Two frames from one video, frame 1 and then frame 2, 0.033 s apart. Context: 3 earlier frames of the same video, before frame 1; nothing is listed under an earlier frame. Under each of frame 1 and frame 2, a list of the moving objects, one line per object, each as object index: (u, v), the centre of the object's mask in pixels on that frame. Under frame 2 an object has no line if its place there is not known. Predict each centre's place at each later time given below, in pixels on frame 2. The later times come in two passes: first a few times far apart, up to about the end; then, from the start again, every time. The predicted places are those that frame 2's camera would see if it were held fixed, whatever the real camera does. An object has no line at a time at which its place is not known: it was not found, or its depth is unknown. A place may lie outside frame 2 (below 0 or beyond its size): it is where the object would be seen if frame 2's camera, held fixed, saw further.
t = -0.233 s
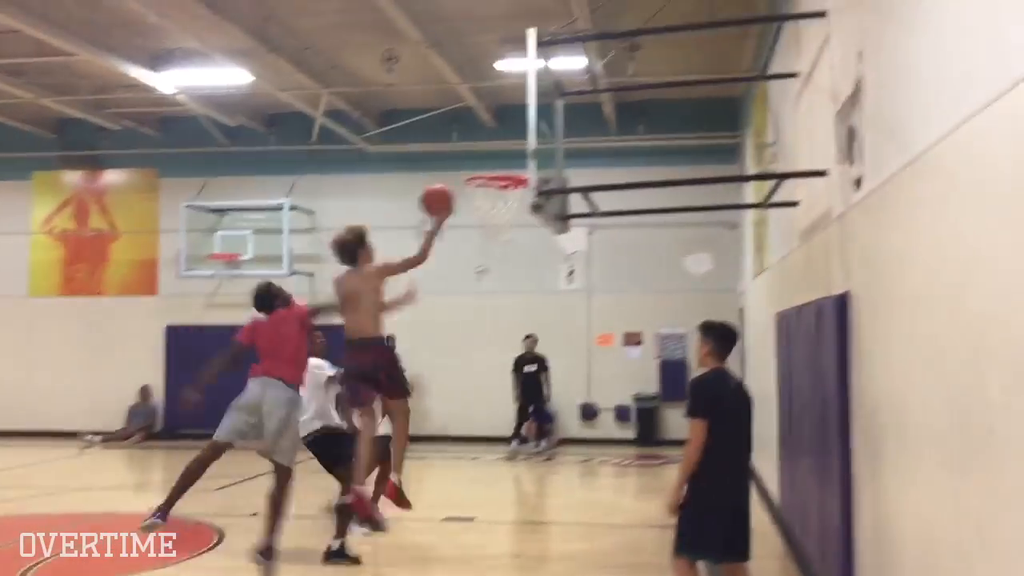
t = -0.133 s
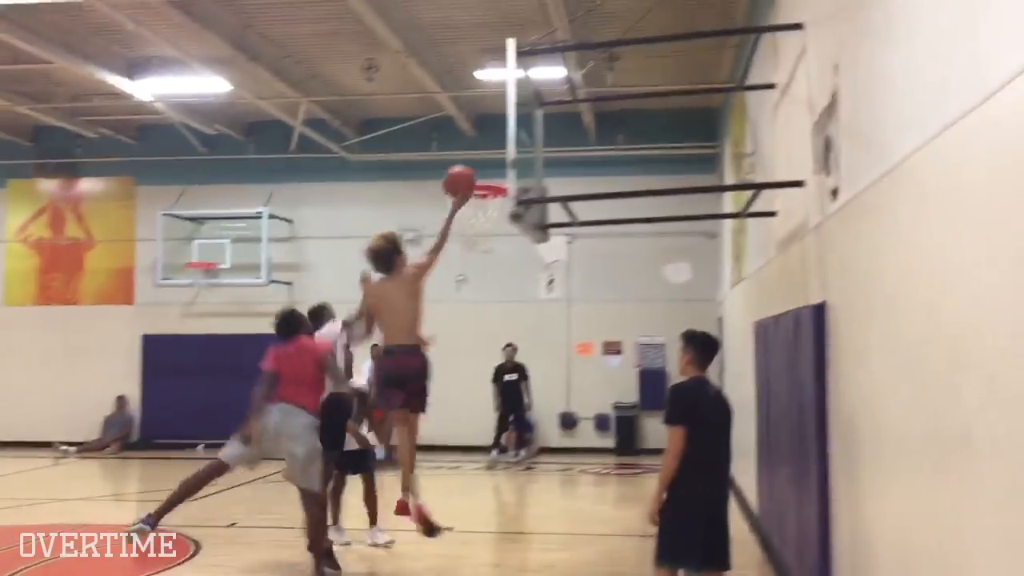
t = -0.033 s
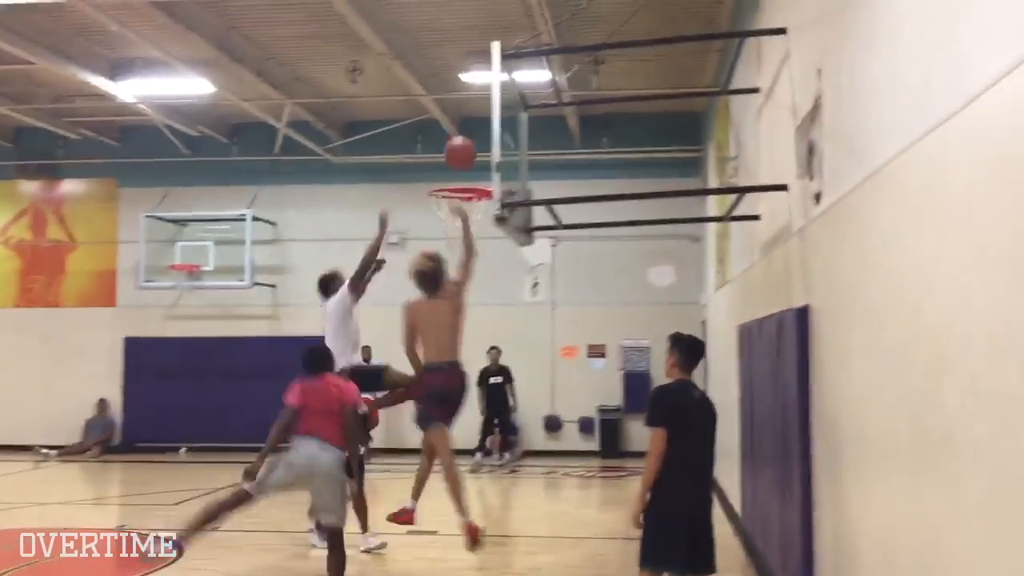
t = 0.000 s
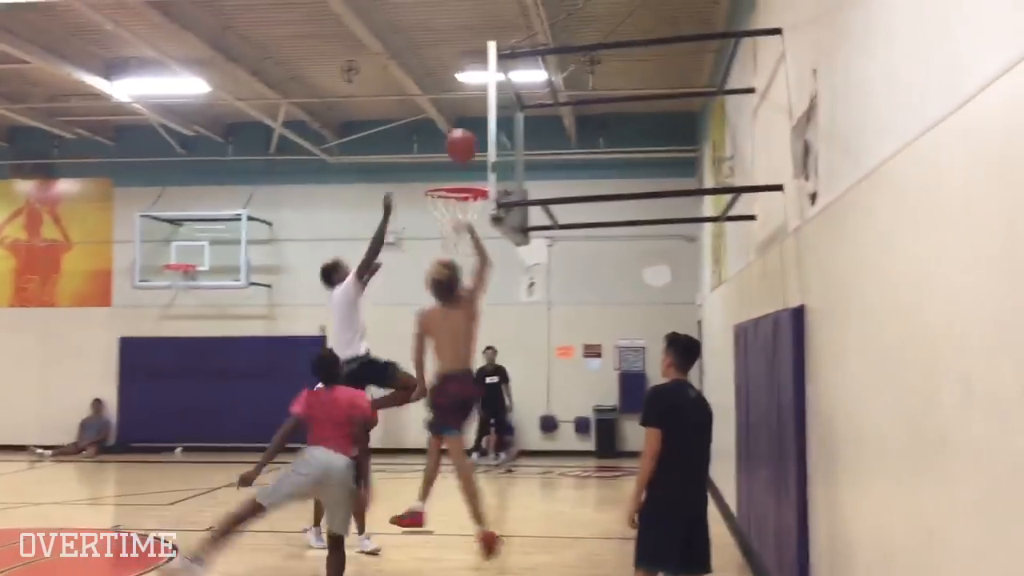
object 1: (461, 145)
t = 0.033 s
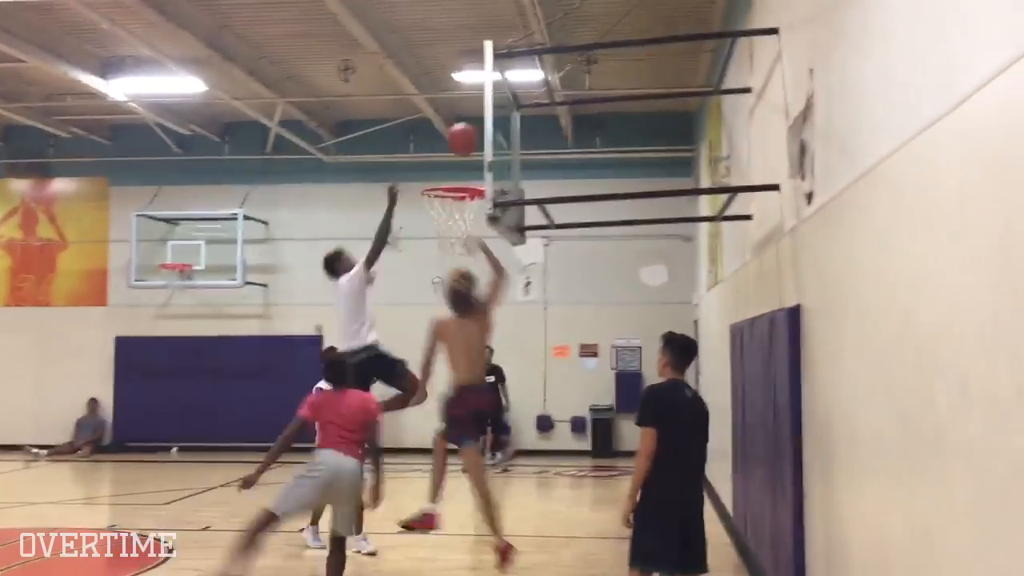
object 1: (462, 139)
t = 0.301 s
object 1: (469, 130)
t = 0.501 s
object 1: (454, 172)
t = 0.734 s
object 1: (453, 211)
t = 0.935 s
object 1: (449, 262)
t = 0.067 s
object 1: (467, 135)
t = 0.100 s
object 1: (470, 132)
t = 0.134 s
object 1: (473, 131)
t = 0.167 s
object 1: (475, 129)
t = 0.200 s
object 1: (473, 128)
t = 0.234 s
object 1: (472, 127)
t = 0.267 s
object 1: (472, 128)
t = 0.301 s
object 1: (469, 130)
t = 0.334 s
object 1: (467, 134)
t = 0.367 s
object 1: (464, 140)
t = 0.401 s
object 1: (461, 146)
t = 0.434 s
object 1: (459, 154)
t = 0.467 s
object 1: (456, 163)
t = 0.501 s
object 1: (454, 172)
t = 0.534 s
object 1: (454, 176)
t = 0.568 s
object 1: (454, 178)
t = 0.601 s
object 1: (454, 181)
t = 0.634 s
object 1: (452, 201)
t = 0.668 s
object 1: (453, 205)
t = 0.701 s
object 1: (453, 207)
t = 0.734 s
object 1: (453, 211)
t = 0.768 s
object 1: (453, 218)
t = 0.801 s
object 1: (452, 226)
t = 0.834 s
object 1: (451, 232)
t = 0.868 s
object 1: (450, 241)
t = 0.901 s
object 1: (450, 250)
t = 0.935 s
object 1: (449, 262)
